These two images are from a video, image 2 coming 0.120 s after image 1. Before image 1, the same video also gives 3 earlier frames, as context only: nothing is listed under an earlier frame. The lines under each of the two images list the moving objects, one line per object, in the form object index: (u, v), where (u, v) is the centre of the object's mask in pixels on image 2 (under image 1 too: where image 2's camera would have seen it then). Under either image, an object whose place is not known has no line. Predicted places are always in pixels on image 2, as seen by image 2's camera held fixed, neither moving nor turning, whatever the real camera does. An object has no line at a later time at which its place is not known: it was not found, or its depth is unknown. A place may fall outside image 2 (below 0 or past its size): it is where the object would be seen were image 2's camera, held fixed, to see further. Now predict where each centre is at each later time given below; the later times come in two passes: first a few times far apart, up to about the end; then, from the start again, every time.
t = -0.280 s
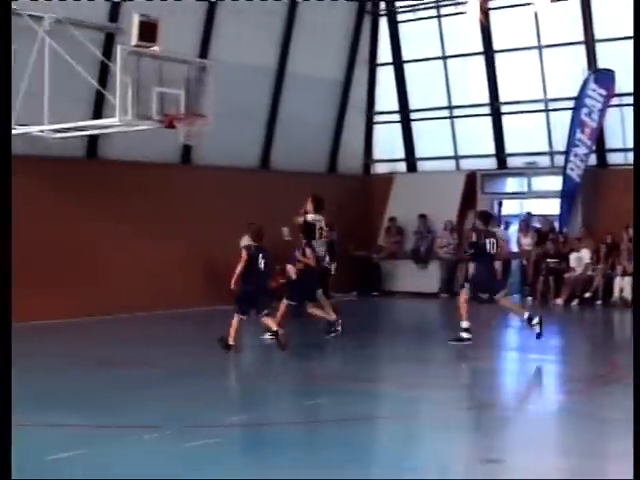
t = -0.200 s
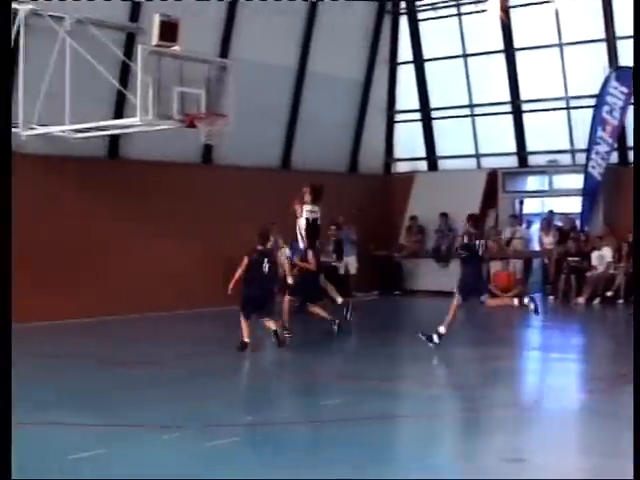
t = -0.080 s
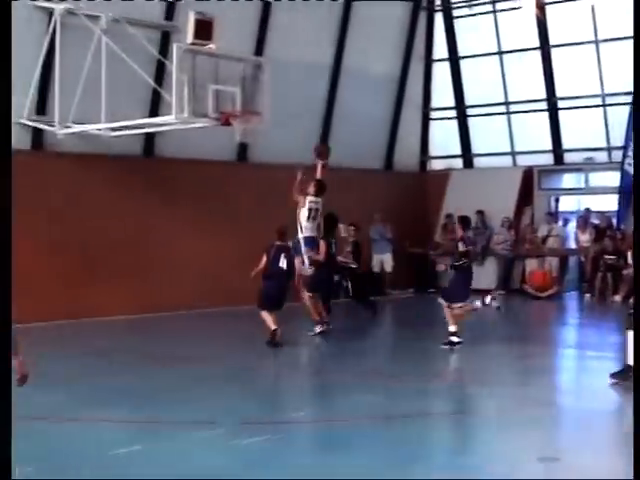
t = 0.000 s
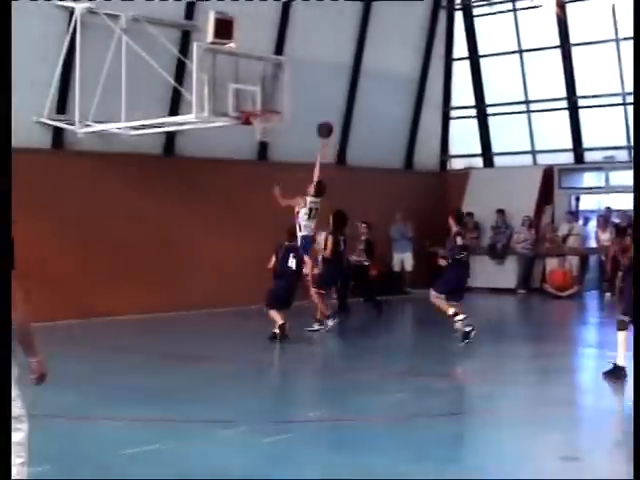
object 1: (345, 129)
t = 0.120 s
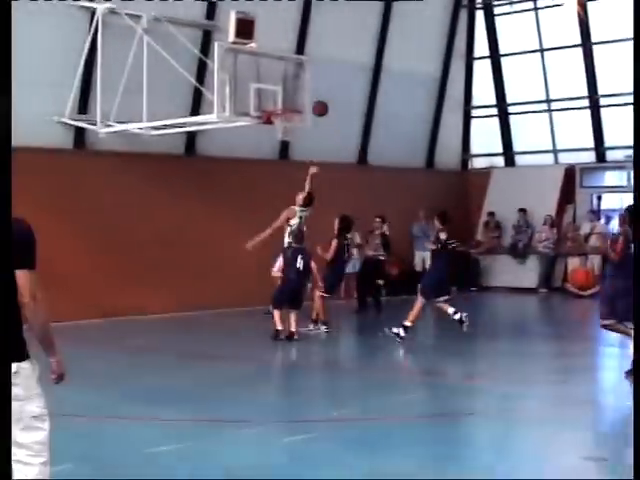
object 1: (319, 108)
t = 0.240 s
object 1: (311, 98)
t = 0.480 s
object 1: (316, 109)
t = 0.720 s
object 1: (323, 161)
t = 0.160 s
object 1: (310, 103)
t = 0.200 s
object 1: (310, 100)
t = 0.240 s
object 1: (311, 98)
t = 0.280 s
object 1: (312, 98)
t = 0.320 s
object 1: (312, 98)
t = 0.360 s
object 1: (313, 99)
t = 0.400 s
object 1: (314, 101)
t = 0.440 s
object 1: (315, 105)
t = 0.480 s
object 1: (316, 109)
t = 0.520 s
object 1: (317, 115)
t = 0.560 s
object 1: (318, 122)
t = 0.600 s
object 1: (319, 130)
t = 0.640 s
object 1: (319, 139)
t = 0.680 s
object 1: (321, 150)
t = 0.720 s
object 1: (323, 161)
